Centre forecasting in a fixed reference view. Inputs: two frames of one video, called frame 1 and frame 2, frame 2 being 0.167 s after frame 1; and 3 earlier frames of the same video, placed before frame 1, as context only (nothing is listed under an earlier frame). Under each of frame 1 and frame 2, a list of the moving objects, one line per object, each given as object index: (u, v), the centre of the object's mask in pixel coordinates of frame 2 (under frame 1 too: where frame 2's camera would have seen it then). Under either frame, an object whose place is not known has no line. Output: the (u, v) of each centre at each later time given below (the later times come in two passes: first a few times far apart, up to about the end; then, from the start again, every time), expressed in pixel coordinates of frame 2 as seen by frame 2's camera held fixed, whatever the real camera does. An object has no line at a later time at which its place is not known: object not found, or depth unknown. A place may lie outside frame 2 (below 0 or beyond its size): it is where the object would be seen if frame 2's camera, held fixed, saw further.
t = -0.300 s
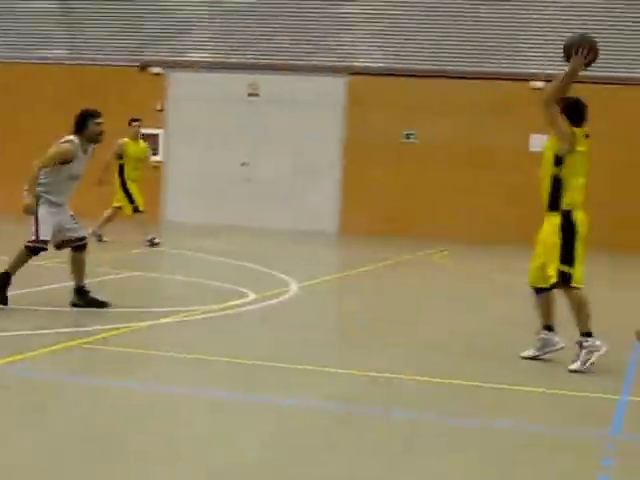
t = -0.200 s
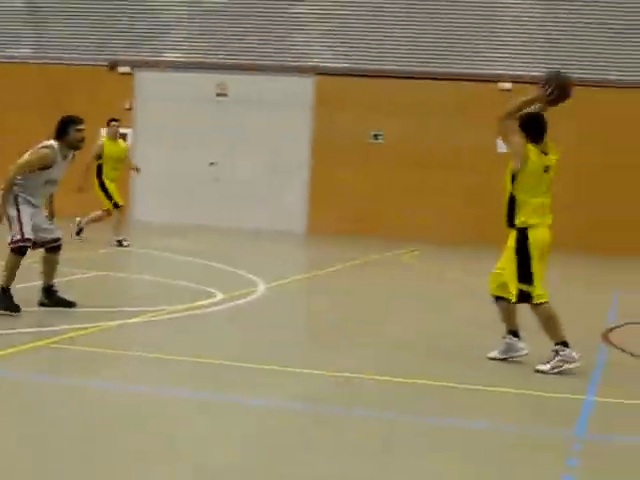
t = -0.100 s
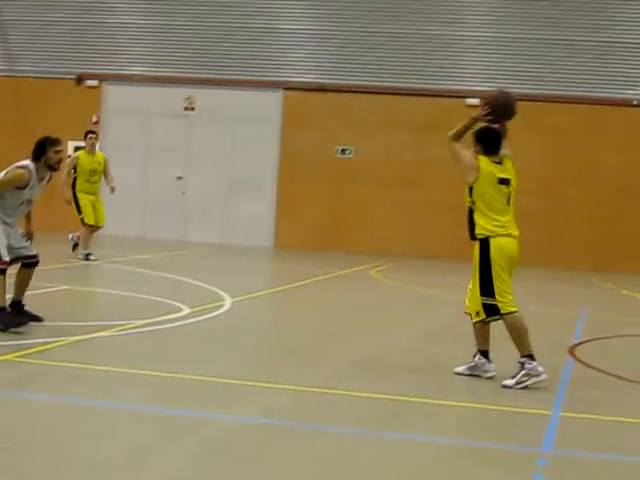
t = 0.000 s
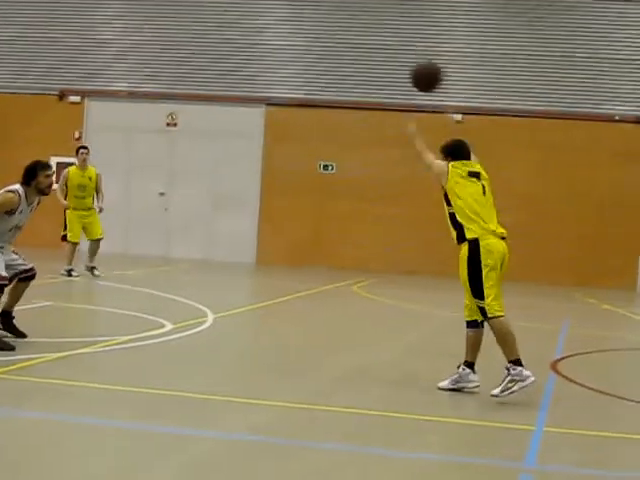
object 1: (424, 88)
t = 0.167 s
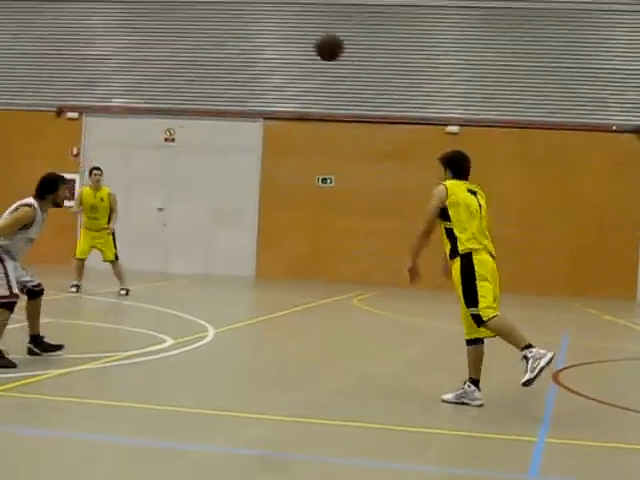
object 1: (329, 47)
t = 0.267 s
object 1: (284, 43)
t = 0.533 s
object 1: (191, 80)
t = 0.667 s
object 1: (155, 116)
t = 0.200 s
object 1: (313, 44)
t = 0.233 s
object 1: (298, 43)
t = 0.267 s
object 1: (284, 43)
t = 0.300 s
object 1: (270, 44)
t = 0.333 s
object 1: (258, 48)
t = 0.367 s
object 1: (246, 50)
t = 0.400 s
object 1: (233, 54)
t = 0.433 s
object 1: (222, 60)
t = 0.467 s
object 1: (211, 65)
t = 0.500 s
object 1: (201, 72)
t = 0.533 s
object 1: (191, 80)
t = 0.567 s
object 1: (181, 87)
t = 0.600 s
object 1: (173, 96)
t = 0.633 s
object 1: (164, 105)
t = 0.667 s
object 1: (155, 116)
